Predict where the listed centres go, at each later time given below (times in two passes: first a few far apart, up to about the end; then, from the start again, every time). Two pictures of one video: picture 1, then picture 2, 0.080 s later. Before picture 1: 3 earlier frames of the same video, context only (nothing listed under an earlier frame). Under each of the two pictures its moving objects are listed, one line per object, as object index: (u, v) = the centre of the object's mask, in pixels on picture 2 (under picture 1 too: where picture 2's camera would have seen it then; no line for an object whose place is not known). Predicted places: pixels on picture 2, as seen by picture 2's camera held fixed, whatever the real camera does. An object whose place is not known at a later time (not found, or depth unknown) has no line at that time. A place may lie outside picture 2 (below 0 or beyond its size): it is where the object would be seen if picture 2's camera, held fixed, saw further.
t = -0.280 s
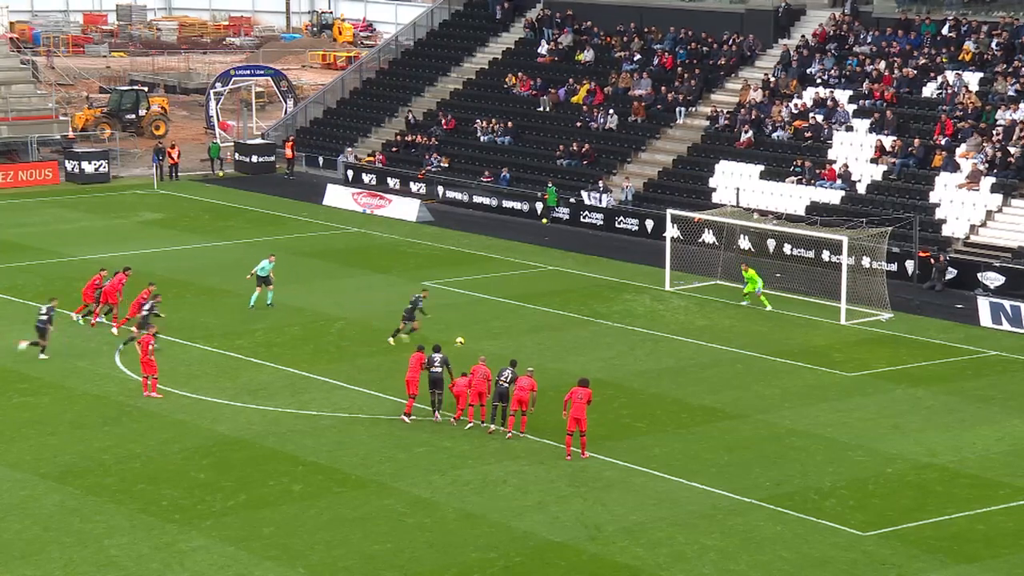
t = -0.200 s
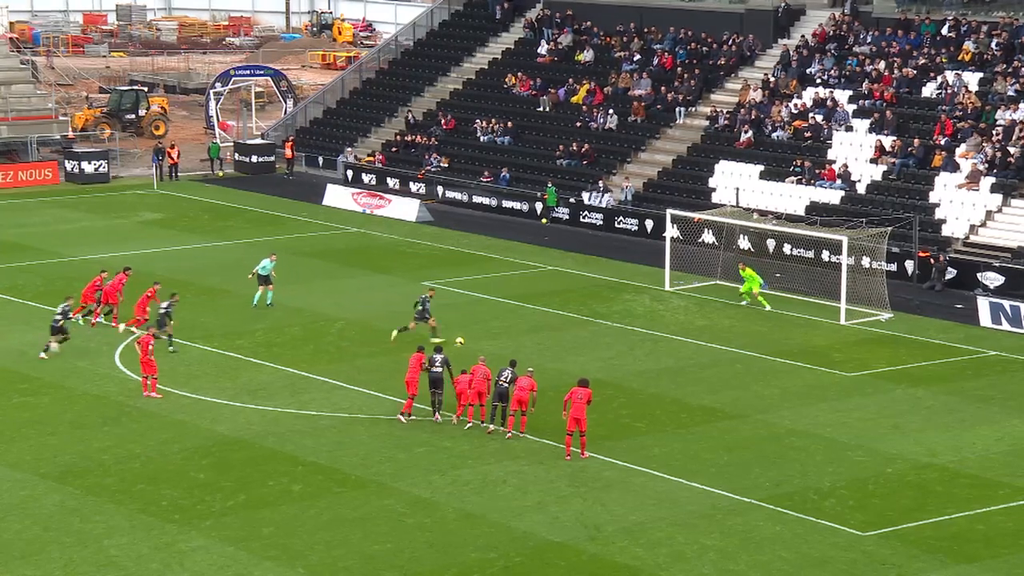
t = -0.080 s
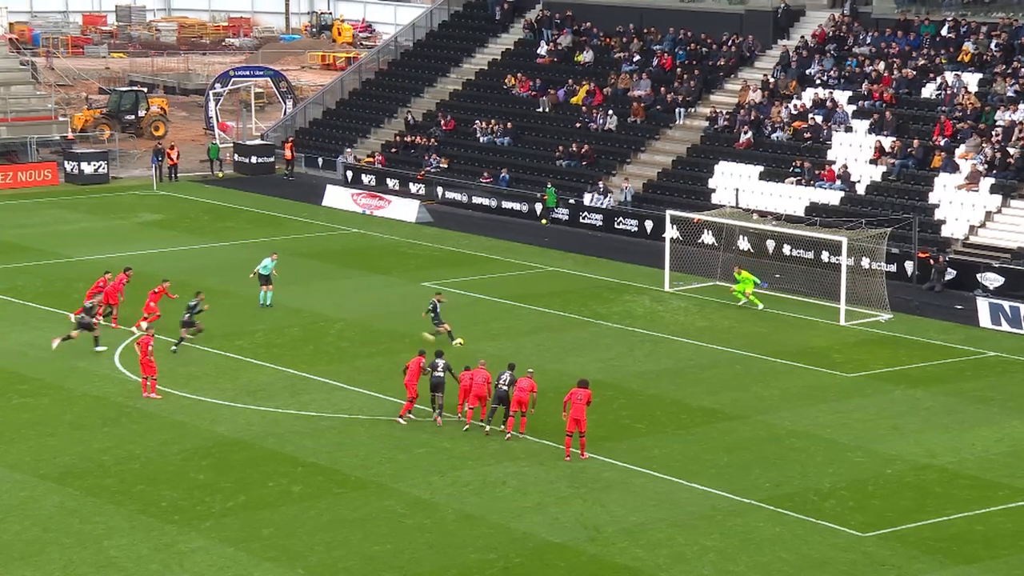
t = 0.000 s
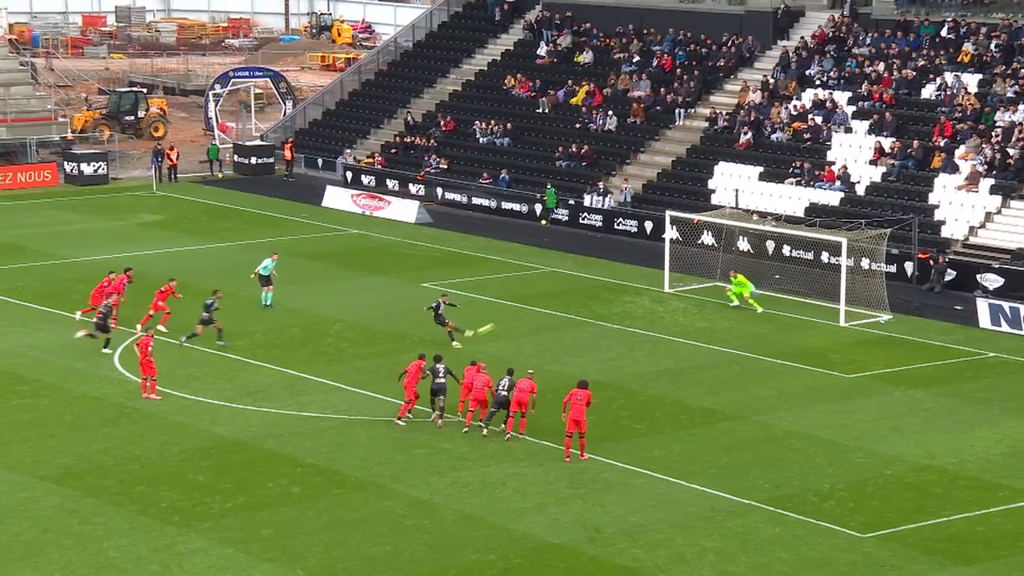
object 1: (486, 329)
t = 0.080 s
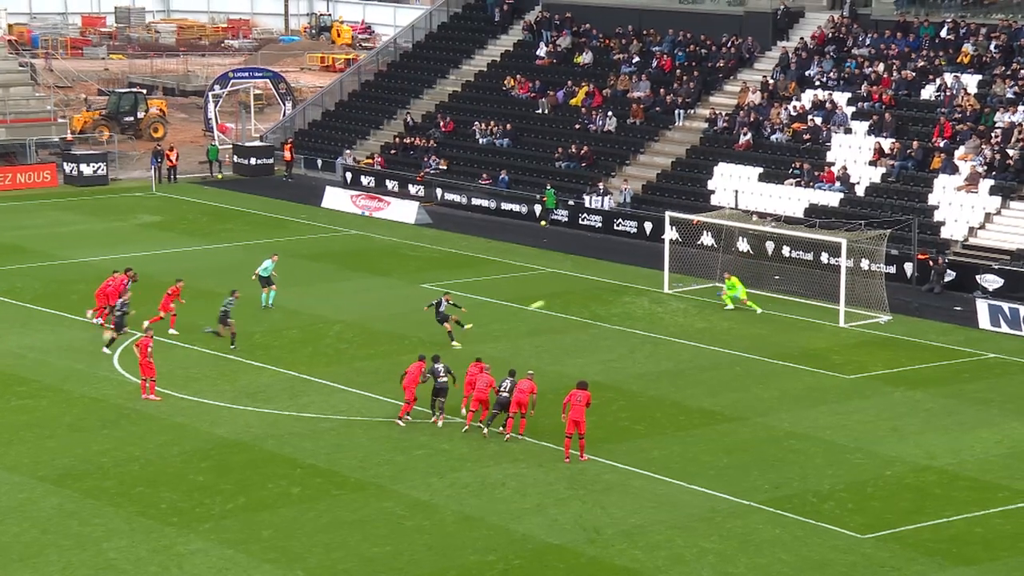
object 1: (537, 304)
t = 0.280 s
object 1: (643, 262)
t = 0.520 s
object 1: (728, 244)
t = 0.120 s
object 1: (560, 294)
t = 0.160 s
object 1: (583, 285)
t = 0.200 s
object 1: (605, 276)
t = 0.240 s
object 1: (623, 268)
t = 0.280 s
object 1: (643, 262)
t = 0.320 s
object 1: (660, 257)
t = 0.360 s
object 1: (677, 252)
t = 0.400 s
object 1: (694, 248)
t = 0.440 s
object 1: (710, 246)
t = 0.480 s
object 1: (722, 244)
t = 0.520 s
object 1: (728, 244)
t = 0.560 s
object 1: (730, 244)
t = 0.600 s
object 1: (733, 245)
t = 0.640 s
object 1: (734, 248)
